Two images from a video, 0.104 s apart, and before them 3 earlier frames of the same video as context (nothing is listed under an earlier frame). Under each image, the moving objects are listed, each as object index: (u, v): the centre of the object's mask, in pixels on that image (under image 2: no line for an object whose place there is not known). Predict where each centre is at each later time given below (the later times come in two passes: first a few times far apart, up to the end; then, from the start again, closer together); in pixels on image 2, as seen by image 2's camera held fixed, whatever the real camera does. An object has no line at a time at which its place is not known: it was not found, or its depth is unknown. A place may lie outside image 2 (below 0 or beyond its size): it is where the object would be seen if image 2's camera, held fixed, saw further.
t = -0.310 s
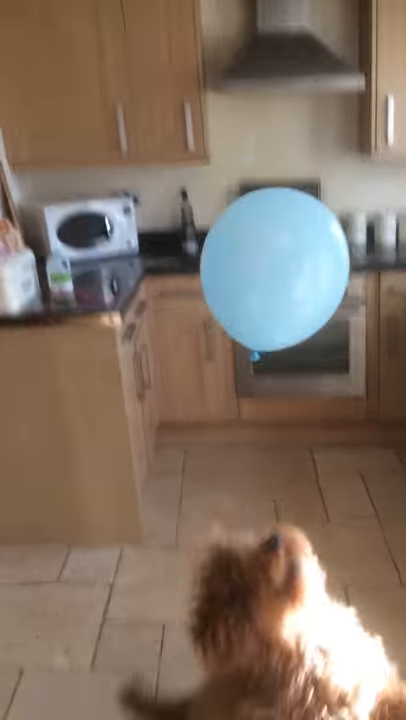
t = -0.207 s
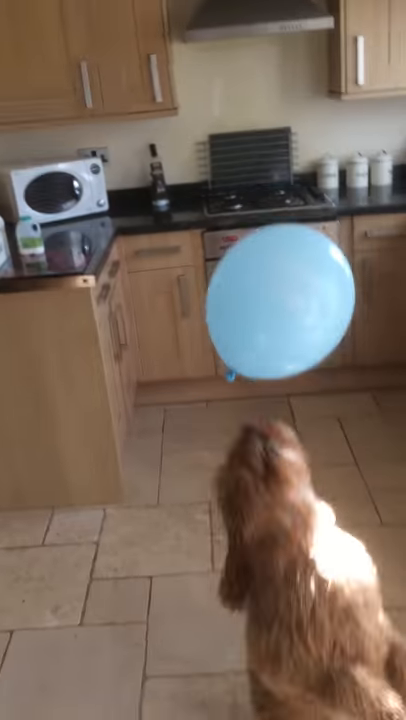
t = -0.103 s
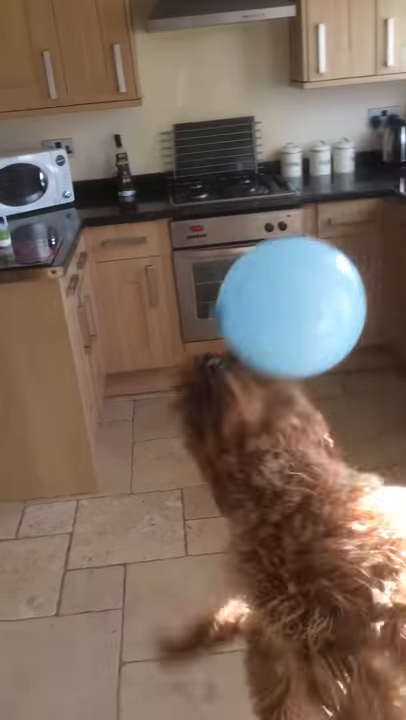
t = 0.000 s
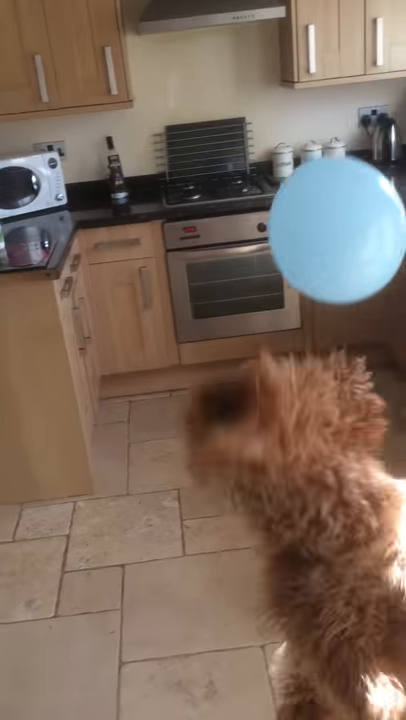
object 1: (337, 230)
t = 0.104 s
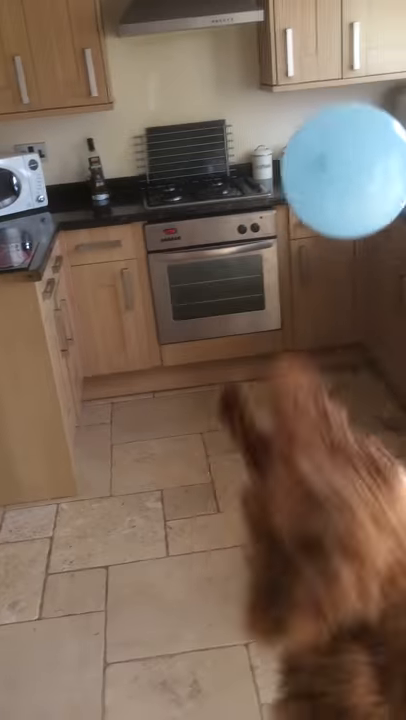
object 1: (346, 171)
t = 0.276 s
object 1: (407, 121)
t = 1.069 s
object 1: (489, 319)
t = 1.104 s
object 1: (491, 332)
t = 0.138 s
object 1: (363, 146)
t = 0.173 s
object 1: (376, 139)
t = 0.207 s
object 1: (389, 131)
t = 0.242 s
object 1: (399, 124)
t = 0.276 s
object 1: (407, 121)
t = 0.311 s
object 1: (415, 121)
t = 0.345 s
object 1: (421, 122)
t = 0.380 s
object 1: (426, 124)
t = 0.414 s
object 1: (432, 127)
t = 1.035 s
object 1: (488, 305)
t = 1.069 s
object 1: (489, 319)
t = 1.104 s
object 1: (491, 332)
